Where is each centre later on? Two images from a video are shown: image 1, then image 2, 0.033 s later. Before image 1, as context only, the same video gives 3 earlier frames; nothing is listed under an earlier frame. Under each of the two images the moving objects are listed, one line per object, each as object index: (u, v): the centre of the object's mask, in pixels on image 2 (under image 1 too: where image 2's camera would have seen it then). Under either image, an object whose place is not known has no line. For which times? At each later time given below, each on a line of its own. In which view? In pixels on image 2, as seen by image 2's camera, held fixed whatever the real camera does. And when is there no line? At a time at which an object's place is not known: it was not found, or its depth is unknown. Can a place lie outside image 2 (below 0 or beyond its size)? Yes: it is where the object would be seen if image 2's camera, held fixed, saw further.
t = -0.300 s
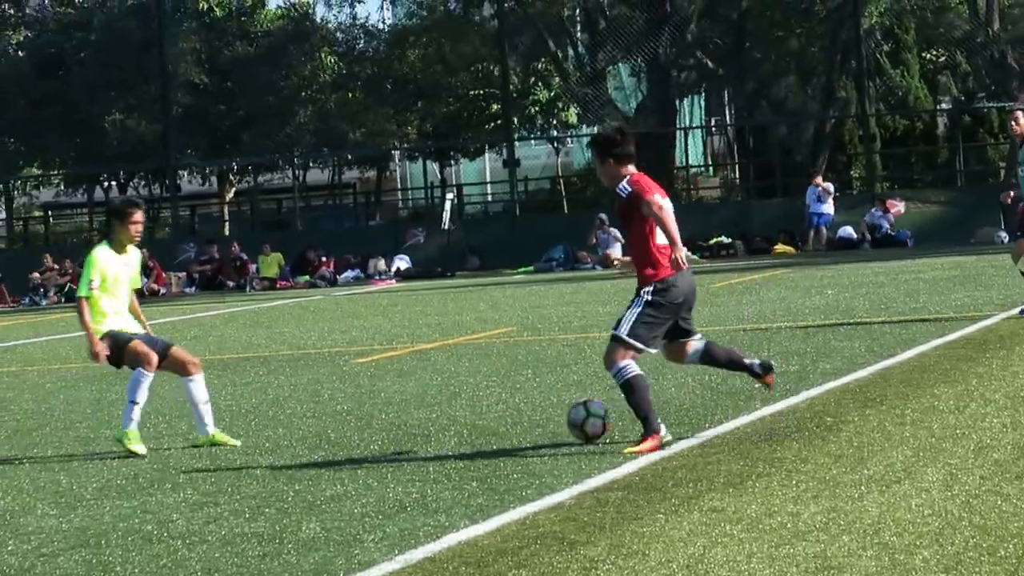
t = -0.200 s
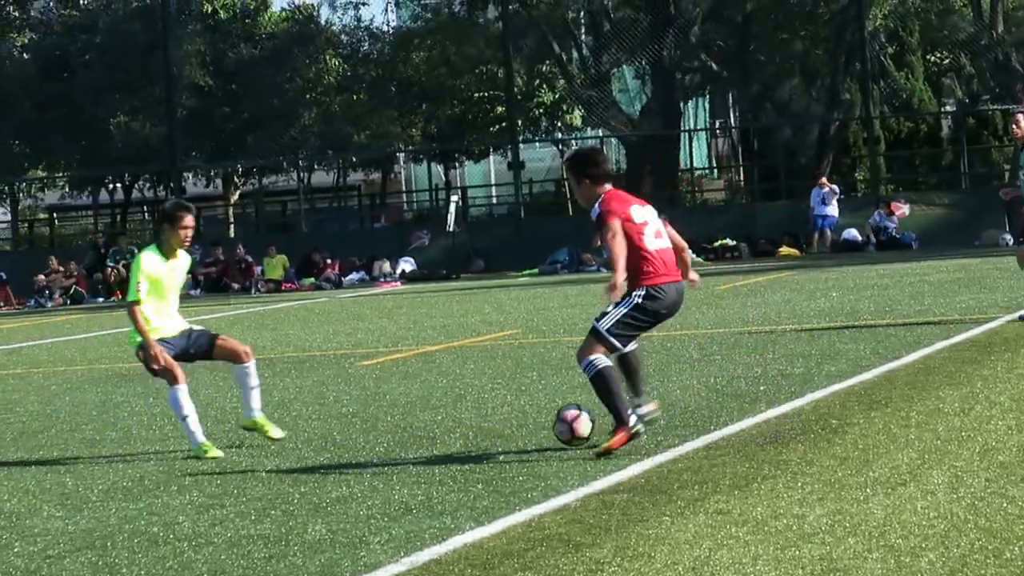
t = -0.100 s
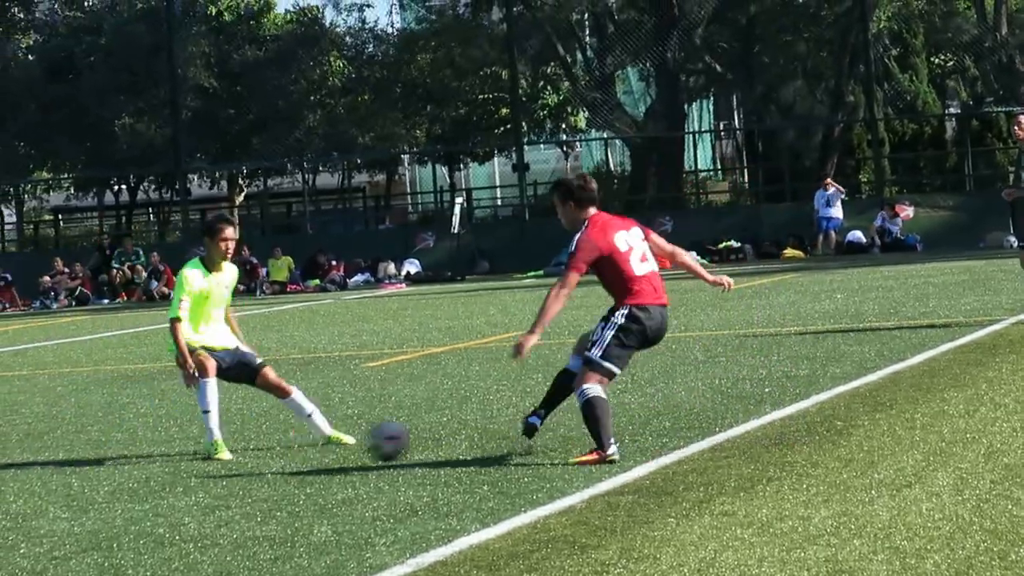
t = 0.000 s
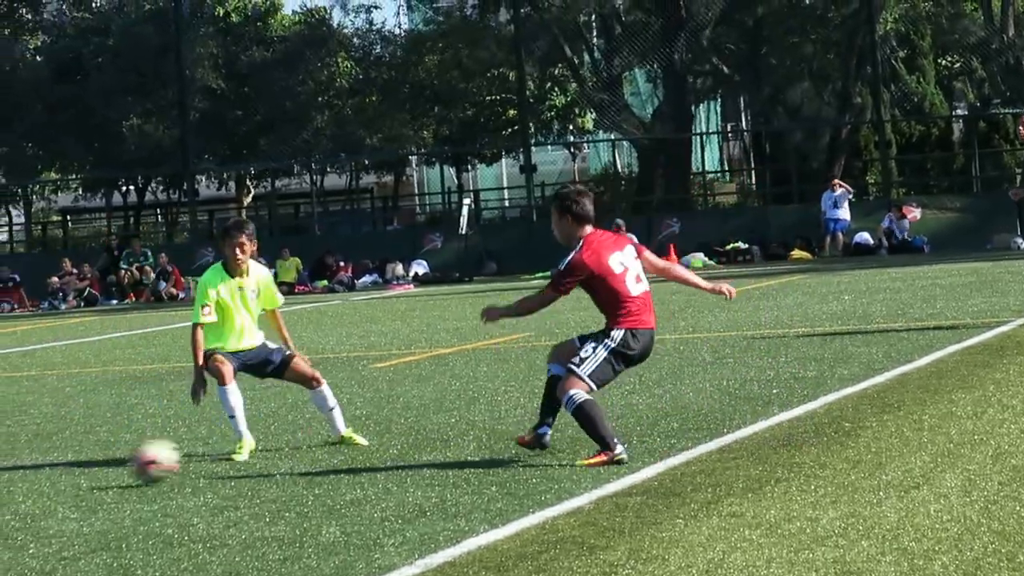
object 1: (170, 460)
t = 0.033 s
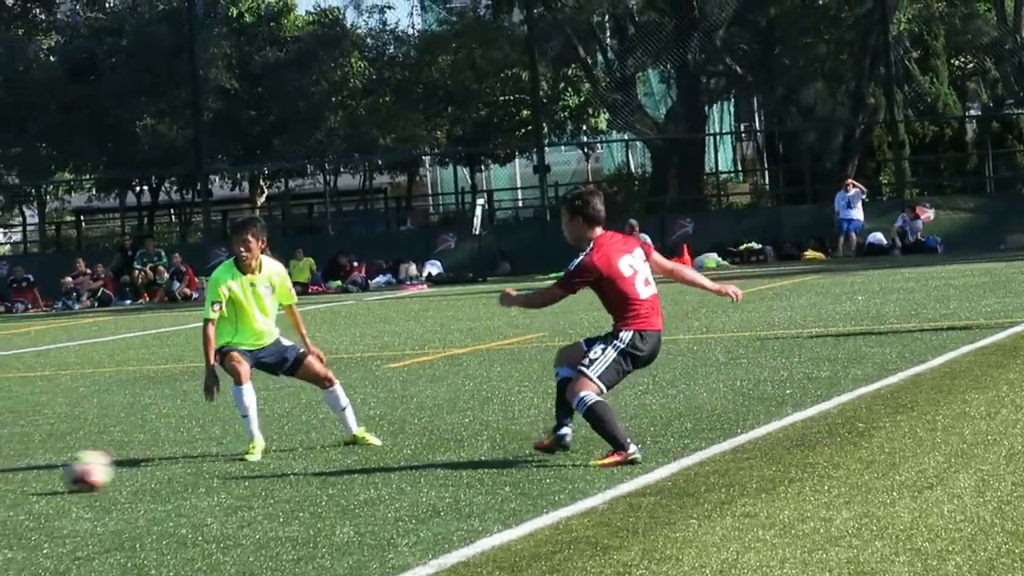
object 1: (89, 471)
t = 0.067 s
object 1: (17, 472)
